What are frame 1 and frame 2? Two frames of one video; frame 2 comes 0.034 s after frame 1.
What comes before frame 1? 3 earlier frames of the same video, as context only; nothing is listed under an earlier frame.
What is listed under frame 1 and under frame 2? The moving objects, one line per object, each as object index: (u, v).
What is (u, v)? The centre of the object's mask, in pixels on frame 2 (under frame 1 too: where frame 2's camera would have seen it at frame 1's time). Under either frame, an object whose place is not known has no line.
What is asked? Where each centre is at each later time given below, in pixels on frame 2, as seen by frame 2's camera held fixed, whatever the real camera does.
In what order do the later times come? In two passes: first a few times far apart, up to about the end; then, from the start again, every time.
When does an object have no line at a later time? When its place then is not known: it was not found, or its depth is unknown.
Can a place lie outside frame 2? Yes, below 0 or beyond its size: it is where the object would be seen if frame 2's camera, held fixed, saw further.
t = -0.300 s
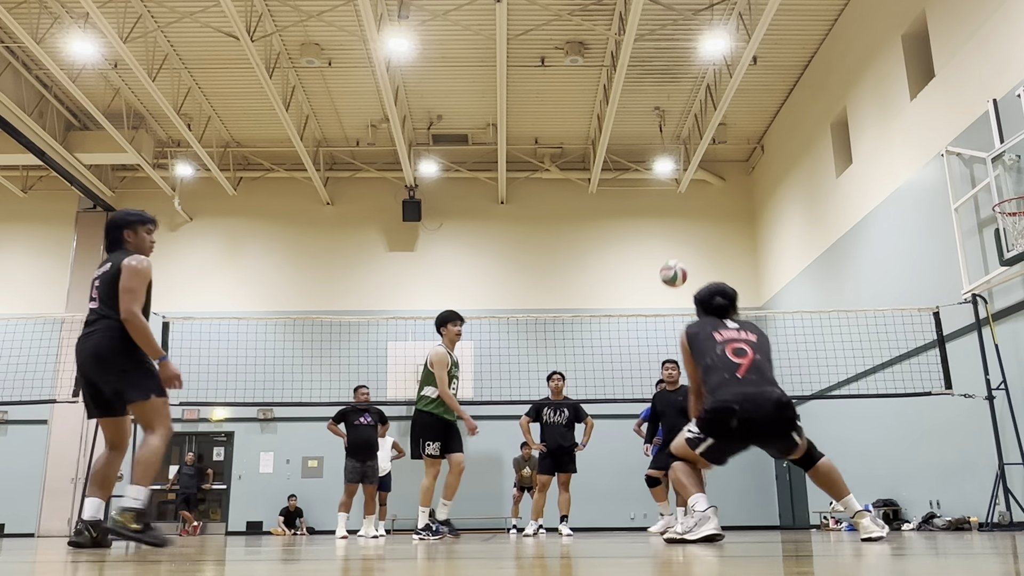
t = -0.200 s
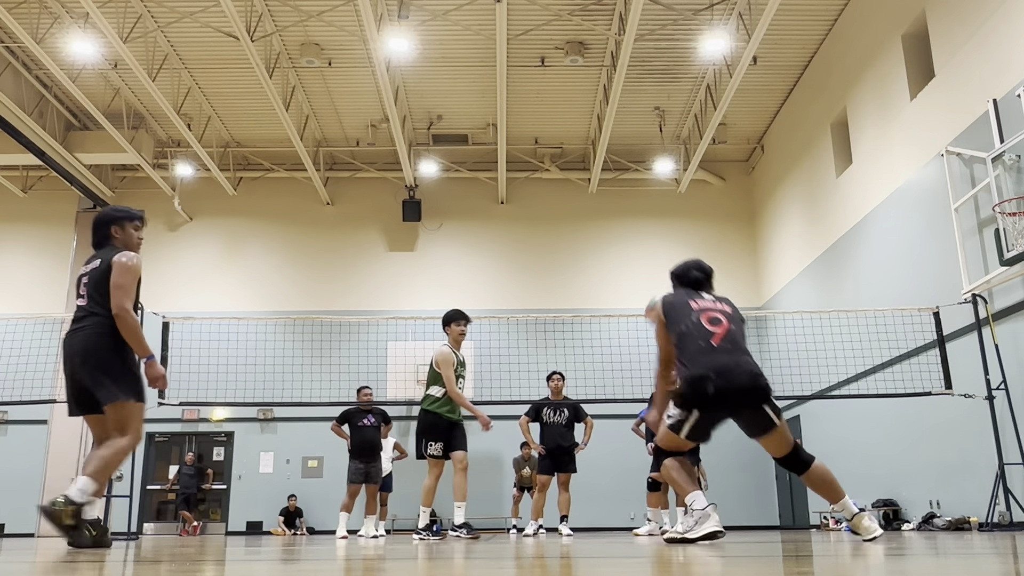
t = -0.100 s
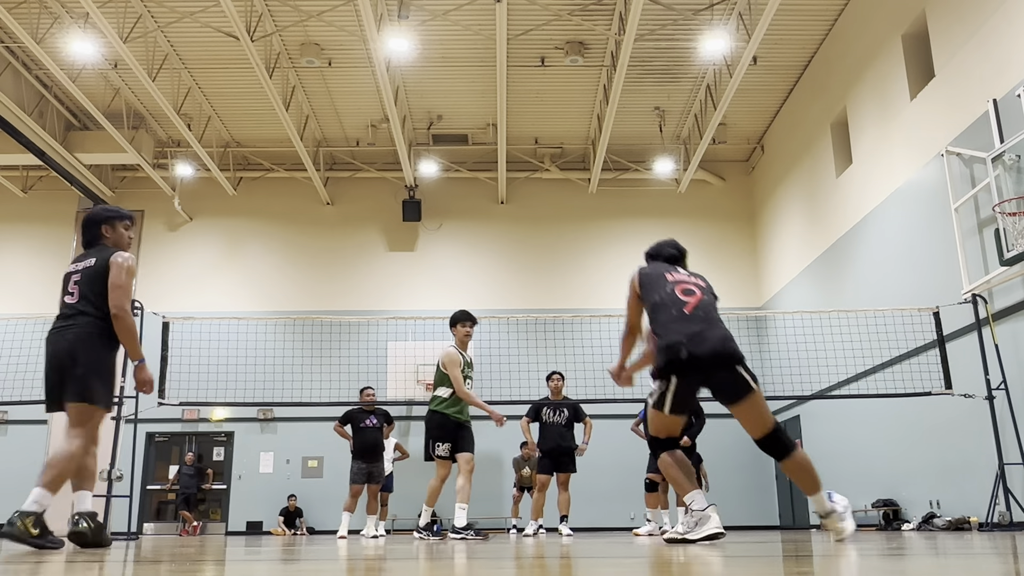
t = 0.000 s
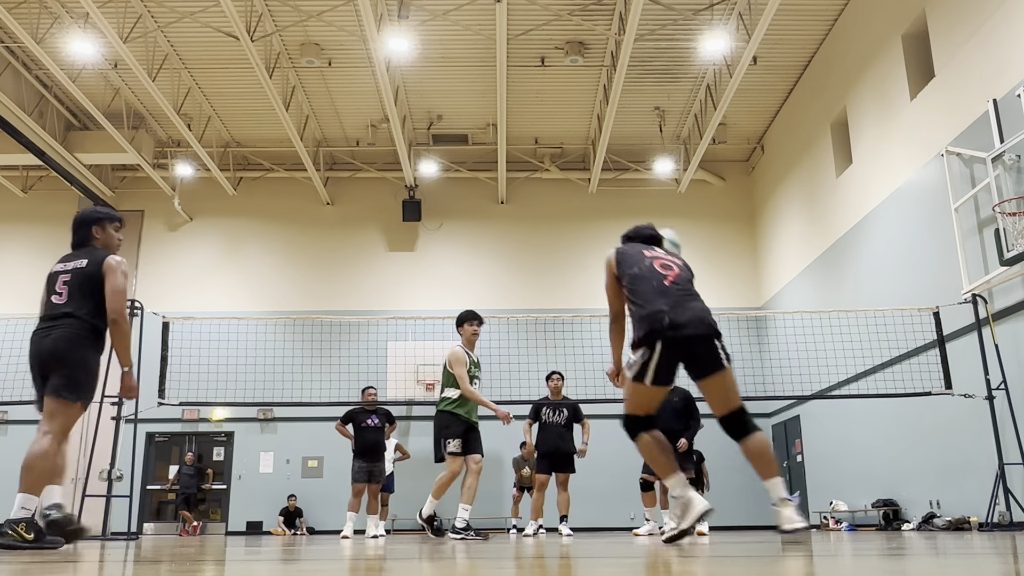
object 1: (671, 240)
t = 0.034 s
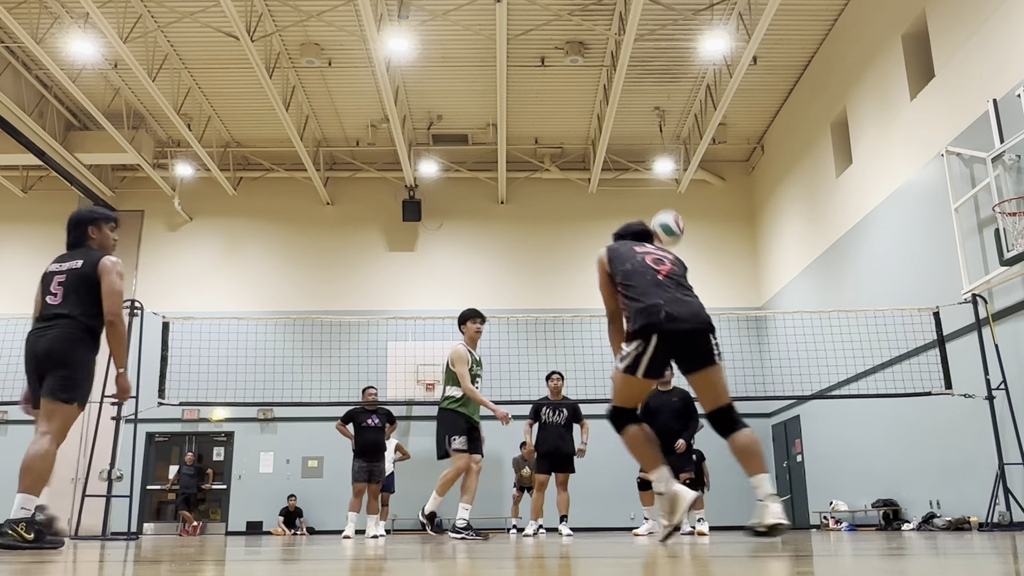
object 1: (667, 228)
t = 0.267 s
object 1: (687, 160)
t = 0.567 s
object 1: (711, 179)
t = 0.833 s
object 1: (732, 258)
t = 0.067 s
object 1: (670, 211)
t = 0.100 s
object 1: (673, 197)
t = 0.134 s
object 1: (676, 187)
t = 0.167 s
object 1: (681, 176)
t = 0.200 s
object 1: (682, 169)
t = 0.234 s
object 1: (685, 163)
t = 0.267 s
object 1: (687, 160)
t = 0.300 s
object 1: (690, 157)
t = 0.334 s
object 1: (692, 156)
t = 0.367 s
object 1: (696, 156)
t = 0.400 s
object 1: (698, 157)
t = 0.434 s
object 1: (701, 159)
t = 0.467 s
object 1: (703, 162)
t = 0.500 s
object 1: (706, 167)
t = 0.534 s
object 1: (709, 173)
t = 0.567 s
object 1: (711, 179)
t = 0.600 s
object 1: (714, 186)
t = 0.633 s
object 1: (716, 194)
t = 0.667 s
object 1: (719, 203)
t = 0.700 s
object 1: (722, 211)
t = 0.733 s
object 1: (724, 223)
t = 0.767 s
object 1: (726, 233)
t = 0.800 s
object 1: (729, 246)
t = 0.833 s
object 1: (732, 258)
